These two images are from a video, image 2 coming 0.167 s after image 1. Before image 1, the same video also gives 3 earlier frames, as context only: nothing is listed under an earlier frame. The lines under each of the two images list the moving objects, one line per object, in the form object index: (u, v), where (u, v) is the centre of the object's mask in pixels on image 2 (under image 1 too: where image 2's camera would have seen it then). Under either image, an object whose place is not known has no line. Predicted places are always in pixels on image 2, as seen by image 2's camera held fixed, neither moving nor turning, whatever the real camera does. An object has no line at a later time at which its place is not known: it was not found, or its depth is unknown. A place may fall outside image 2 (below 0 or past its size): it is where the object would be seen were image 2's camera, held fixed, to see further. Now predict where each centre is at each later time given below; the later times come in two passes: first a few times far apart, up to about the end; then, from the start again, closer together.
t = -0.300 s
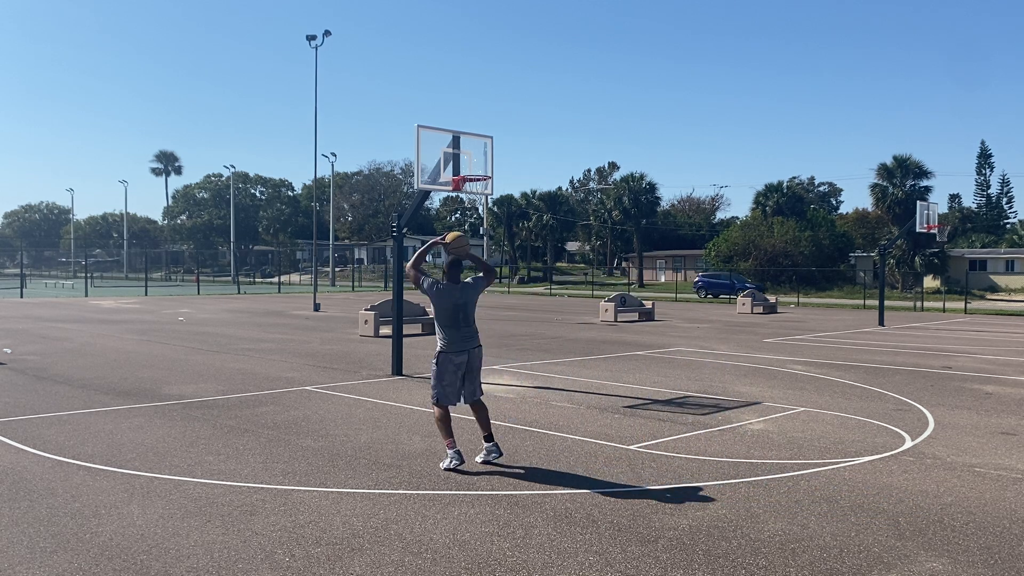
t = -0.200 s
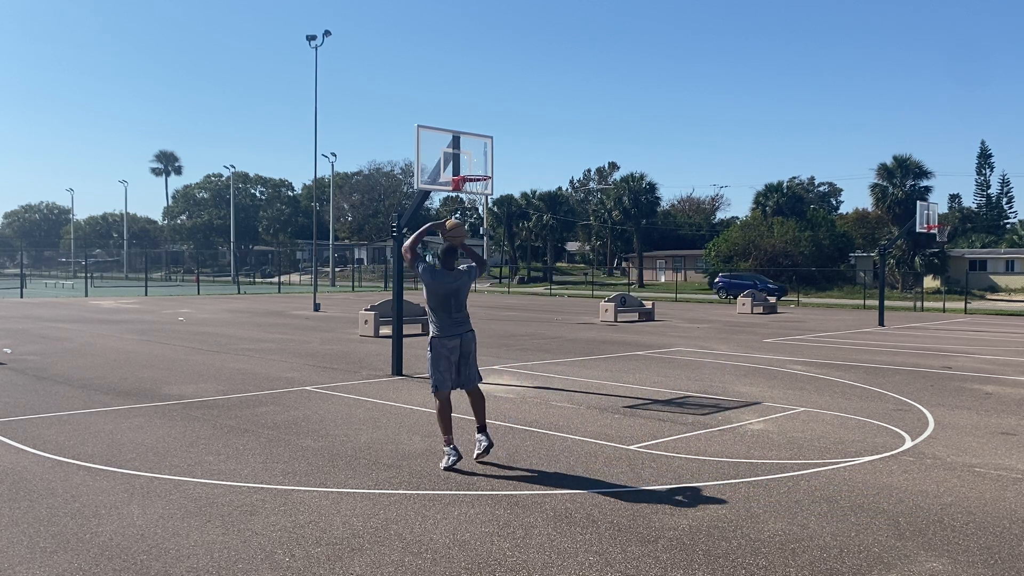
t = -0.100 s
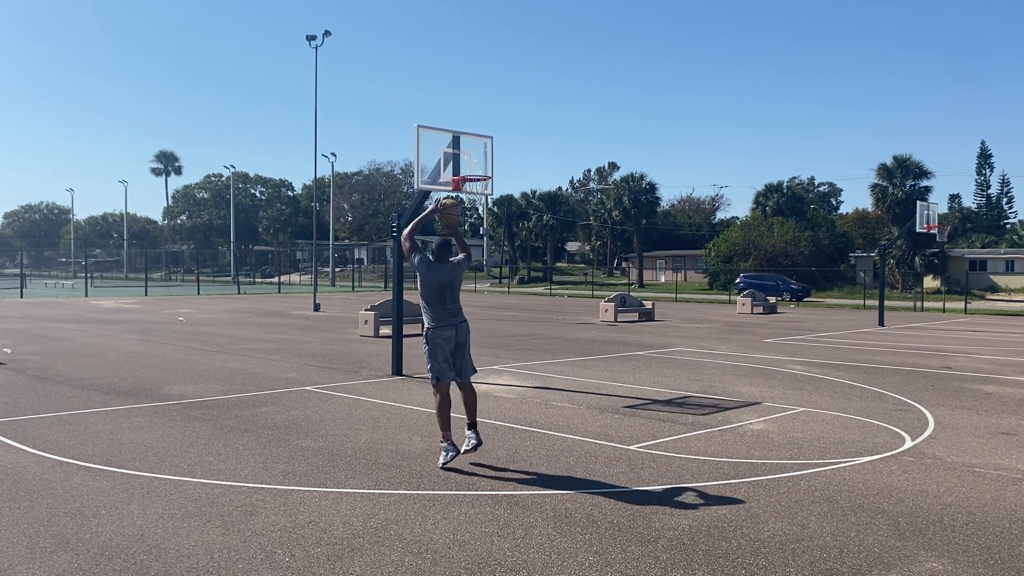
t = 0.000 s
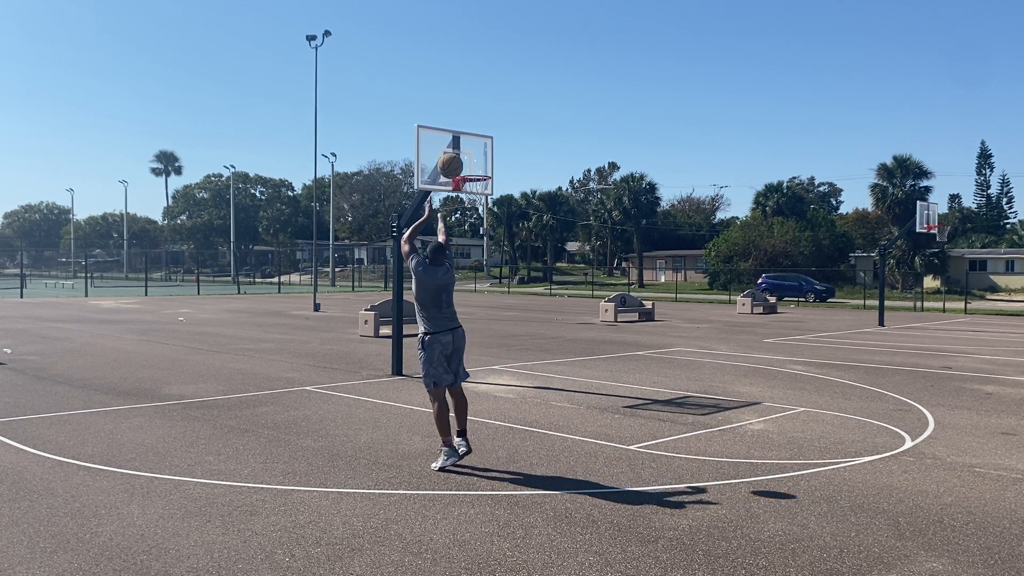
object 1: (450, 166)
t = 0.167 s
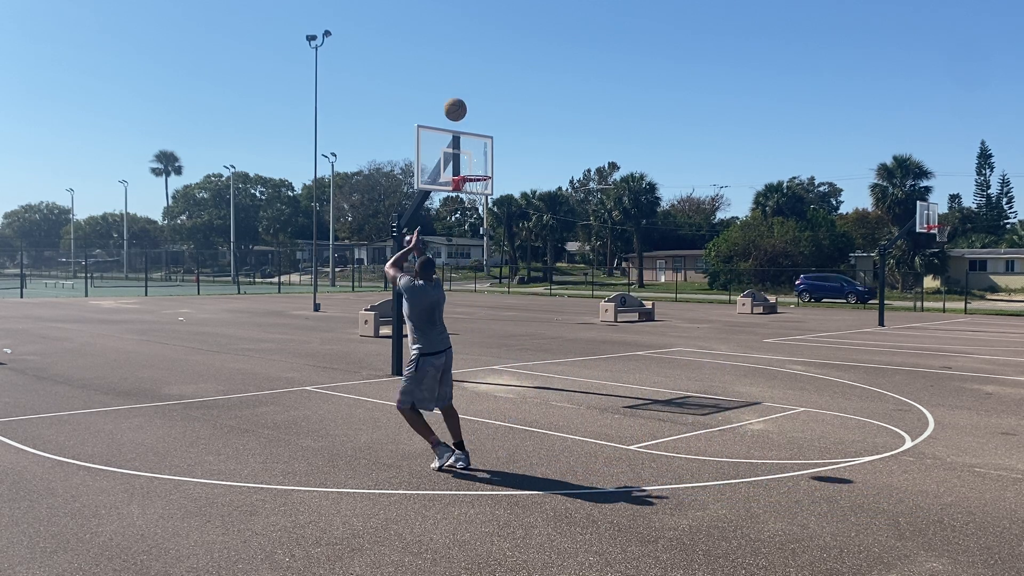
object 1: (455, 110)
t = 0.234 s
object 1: (456, 97)
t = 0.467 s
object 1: (460, 87)
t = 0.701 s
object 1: (462, 118)
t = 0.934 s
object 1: (468, 169)
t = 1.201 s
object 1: (510, 184)
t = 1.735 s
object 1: (575, 329)
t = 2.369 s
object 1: (630, 260)
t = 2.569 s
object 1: (646, 265)
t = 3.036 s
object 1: (675, 349)
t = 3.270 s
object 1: (686, 307)
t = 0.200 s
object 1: (456, 102)
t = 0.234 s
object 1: (456, 97)
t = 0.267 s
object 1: (457, 92)
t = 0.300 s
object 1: (458, 89)
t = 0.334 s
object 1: (458, 86)
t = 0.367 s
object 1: (459, 85)
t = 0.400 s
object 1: (459, 85)
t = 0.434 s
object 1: (459, 85)
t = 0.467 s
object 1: (460, 87)
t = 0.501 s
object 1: (460, 89)
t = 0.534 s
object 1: (461, 92)
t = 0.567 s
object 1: (461, 96)
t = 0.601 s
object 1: (461, 100)
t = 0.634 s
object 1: (462, 106)
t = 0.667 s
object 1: (462, 112)
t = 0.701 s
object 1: (462, 118)
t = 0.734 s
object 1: (462, 126)
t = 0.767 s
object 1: (462, 133)
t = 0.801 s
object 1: (462, 141)
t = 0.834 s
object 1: (462, 150)
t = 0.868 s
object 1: (463, 160)
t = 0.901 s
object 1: (462, 169)
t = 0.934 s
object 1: (468, 169)
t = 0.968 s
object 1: (473, 168)
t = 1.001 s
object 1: (479, 168)
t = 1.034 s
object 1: (484, 169)
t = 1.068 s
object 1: (490, 171)
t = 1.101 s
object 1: (495, 173)
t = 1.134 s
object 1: (500, 176)
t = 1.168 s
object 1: (505, 180)
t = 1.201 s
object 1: (510, 184)
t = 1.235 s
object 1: (515, 189)
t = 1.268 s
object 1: (520, 194)
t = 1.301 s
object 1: (524, 200)
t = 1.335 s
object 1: (529, 206)
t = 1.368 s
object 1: (533, 214)
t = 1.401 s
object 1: (537, 222)
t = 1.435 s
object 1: (541, 230)
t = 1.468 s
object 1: (546, 239)
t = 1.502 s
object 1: (550, 249)
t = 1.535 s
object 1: (554, 258)
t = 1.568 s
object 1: (557, 269)
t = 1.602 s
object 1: (561, 280)
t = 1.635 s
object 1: (565, 292)
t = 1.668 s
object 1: (568, 304)
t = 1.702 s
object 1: (572, 316)
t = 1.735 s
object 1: (575, 329)
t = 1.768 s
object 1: (578, 342)
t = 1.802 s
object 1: (582, 356)
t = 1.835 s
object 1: (585, 357)
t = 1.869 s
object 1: (588, 346)
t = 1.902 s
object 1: (591, 335)
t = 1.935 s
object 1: (595, 325)
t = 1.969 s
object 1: (597, 316)
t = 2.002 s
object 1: (601, 308)
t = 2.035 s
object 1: (604, 300)
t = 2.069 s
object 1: (607, 293)
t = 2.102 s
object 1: (609, 287)
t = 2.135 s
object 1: (612, 281)
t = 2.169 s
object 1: (615, 276)
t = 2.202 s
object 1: (618, 272)
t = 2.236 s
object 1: (621, 268)
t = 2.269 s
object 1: (623, 267)
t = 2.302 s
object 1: (625, 262)
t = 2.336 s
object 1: (627, 261)
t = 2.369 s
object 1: (630, 260)
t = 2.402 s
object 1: (633, 260)
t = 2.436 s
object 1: (636, 260)
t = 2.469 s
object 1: (638, 260)
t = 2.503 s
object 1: (640, 261)
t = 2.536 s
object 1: (643, 262)
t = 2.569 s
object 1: (646, 265)
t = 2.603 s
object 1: (648, 268)
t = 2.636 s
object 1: (650, 271)
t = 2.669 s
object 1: (653, 275)
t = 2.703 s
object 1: (655, 279)
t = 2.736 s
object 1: (657, 284)
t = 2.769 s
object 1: (659, 289)
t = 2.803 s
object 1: (661, 295)
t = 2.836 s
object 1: (663, 302)
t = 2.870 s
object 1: (665, 309)
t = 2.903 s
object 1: (667, 316)
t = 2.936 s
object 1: (669, 324)
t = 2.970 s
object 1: (671, 332)
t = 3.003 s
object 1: (673, 341)
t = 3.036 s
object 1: (675, 349)
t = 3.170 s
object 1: (681, 322)
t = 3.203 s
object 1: (683, 317)
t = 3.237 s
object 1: (685, 312)
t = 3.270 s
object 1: (686, 307)
